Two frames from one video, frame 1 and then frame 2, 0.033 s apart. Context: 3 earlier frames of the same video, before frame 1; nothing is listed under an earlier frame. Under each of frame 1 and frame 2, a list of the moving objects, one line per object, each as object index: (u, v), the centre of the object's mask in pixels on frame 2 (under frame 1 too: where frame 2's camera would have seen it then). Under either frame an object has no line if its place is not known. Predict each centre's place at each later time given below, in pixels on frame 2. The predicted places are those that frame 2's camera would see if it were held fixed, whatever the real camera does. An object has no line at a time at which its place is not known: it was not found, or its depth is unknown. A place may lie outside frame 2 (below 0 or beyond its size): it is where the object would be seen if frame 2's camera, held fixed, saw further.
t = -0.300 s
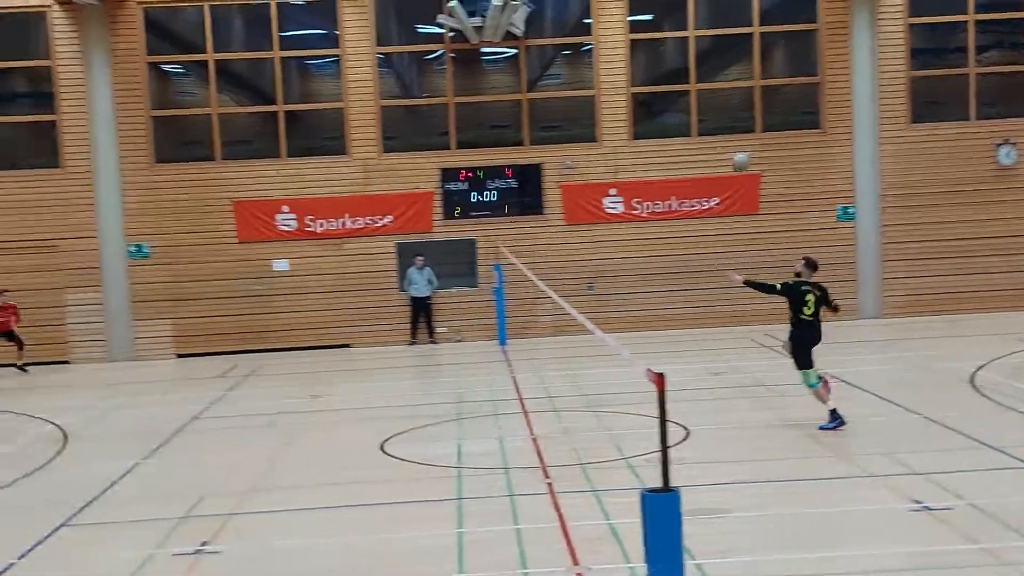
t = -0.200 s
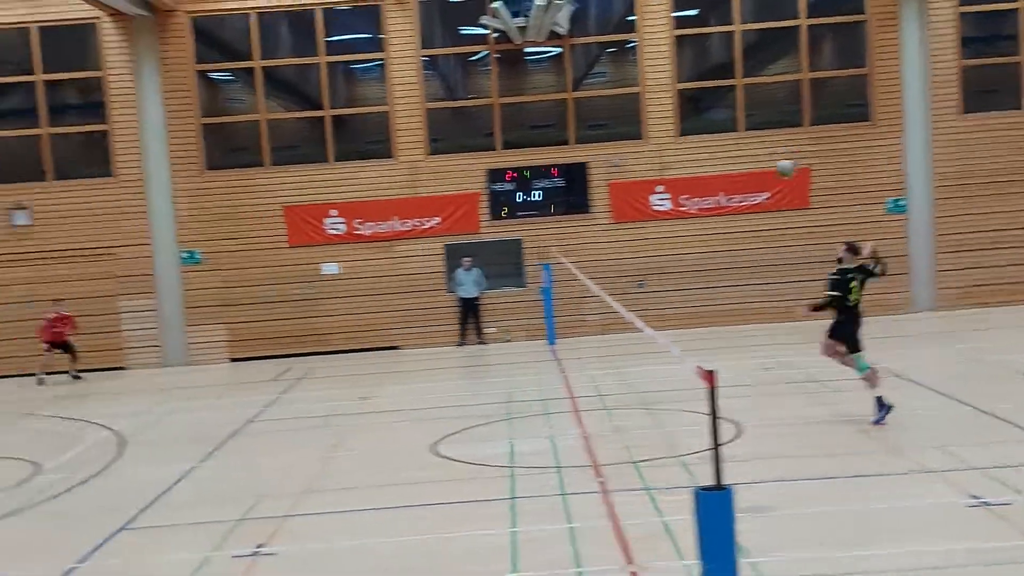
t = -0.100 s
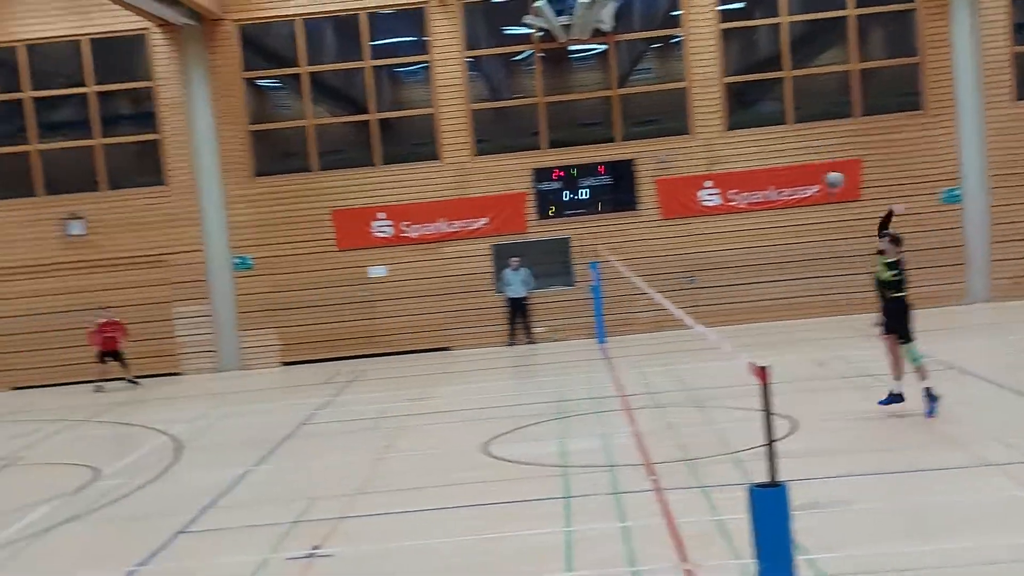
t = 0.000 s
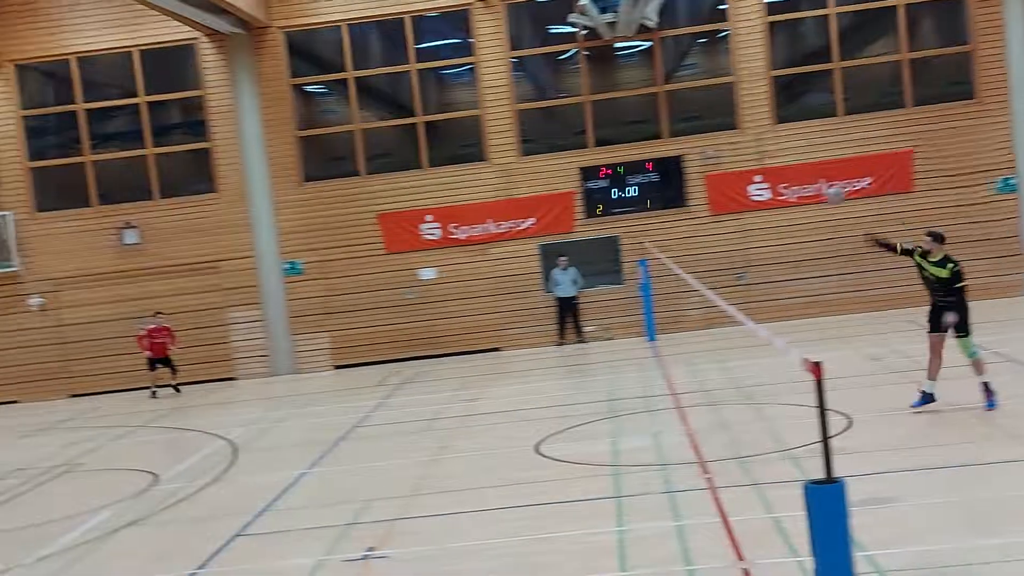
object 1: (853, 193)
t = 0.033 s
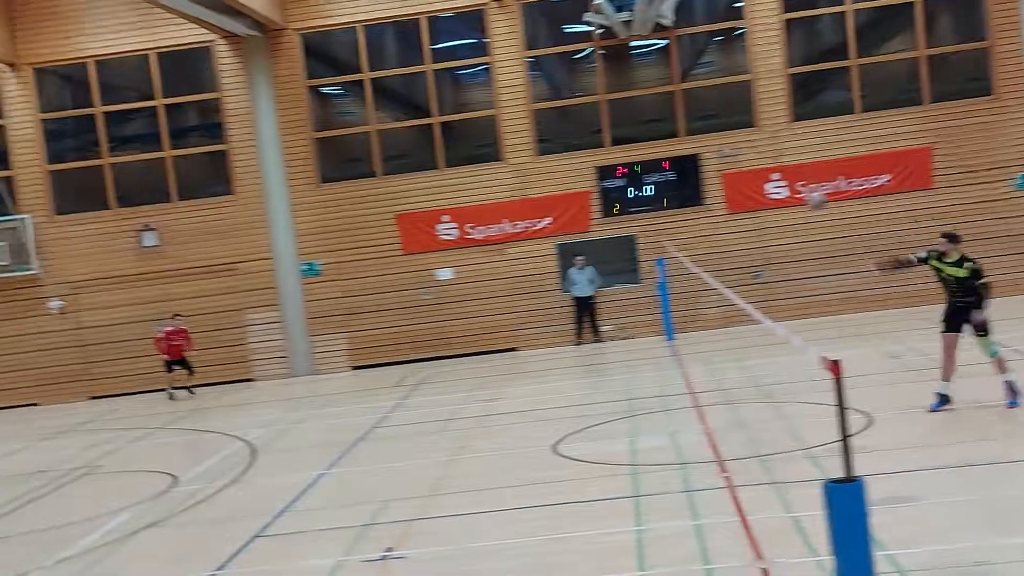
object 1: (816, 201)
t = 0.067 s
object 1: (778, 208)
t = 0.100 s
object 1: (742, 217)
